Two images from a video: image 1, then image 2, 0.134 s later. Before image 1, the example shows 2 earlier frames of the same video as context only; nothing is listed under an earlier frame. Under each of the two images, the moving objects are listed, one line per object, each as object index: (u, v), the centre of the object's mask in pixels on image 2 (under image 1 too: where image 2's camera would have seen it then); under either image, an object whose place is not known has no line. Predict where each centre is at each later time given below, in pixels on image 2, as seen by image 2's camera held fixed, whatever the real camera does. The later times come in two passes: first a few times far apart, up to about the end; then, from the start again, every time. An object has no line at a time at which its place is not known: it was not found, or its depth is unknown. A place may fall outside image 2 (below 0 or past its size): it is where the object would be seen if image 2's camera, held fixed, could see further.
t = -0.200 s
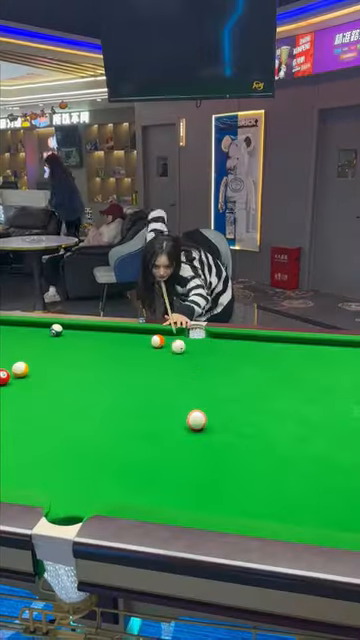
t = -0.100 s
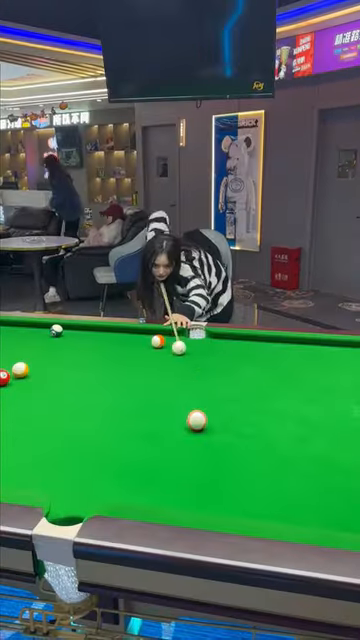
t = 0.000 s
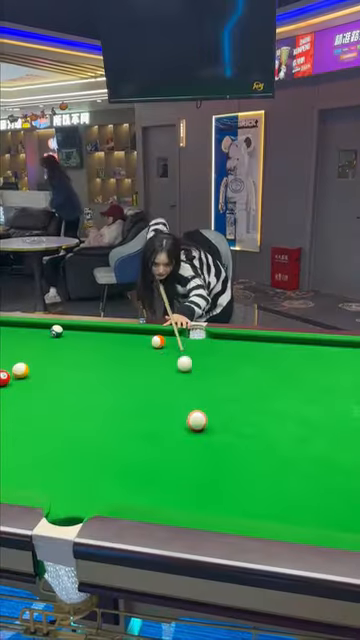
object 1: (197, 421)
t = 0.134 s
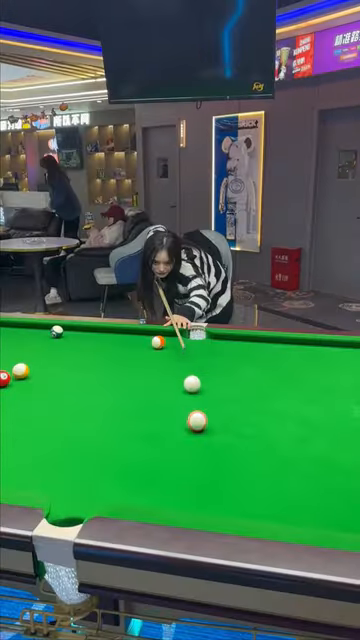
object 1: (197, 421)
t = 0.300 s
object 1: (193, 426)
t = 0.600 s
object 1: (156, 486)
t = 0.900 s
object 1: (156, 472)
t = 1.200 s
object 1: (166, 441)
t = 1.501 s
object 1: (173, 416)
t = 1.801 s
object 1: (179, 397)
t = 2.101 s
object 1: (184, 382)
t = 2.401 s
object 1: (187, 369)
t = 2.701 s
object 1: (191, 358)
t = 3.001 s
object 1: (194, 350)
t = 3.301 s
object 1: (196, 343)
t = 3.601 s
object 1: (198, 336)
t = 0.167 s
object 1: (197, 421)
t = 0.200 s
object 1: (197, 421)
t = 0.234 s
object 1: (197, 421)
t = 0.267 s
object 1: (197, 422)
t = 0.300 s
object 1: (193, 426)
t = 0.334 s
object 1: (189, 433)
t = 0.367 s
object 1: (185, 440)
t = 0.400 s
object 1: (181, 446)
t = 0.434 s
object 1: (176, 453)
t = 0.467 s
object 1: (172, 459)
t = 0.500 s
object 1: (168, 466)
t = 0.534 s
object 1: (164, 472)
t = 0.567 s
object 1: (160, 479)
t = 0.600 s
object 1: (156, 486)
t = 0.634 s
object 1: (151, 493)
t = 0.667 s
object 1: (147, 497)
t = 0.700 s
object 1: (146, 497)
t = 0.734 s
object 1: (148, 494)
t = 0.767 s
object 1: (150, 490)
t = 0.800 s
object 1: (152, 484)
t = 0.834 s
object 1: (153, 480)
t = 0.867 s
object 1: (154, 476)
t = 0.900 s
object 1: (156, 472)
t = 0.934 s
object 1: (157, 468)
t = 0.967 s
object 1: (158, 464)
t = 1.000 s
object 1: (159, 460)
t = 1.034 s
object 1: (161, 457)
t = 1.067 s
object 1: (162, 453)
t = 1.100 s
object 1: (163, 450)
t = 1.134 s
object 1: (164, 447)
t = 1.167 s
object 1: (165, 443)
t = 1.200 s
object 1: (166, 441)
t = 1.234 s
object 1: (167, 438)
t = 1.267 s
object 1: (168, 435)
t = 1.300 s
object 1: (169, 432)
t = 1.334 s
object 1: (170, 429)
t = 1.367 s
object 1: (170, 426)
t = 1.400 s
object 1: (171, 424)
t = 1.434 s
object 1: (172, 421)
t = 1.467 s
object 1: (172, 418)
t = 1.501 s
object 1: (173, 416)
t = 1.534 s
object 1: (174, 414)
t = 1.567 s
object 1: (175, 411)
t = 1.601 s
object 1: (176, 409)
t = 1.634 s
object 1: (176, 407)
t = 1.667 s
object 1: (177, 405)
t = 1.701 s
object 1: (177, 403)
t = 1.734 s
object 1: (178, 401)
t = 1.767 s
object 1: (178, 399)
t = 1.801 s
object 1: (179, 397)
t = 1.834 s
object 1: (180, 395)
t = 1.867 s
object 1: (180, 393)
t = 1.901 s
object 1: (181, 391)
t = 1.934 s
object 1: (181, 390)
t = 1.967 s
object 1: (182, 389)
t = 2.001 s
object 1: (182, 387)
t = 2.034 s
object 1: (183, 386)
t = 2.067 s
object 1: (183, 384)
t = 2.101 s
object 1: (184, 382)
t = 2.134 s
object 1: (184, 381)
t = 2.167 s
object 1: (185, 379)
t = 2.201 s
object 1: (185, 378)
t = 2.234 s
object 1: (185, 376)
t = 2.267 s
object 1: (186, 375)
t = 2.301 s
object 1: (186, 373)
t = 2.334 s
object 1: (187, 372)
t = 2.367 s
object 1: (187, 371)
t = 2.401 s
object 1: (187, 369)
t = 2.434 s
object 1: (188, 368)
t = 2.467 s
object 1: (188, 367)
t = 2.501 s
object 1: (189, 366)
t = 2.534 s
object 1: (189, 365)
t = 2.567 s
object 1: (189, 363)
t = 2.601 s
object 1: (190, 362)
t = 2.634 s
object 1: (190, 361)
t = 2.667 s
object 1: (190, 360)
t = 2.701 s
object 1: (191, 358)
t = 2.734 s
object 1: (191, 358)
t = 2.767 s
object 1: (191, 357)
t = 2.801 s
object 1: (191, 356)
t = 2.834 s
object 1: (192, 355)
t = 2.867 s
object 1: (192, 354)
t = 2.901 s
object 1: (193, 353)
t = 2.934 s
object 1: (193, 352)
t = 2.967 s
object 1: (193, 351)
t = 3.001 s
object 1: (194, 350)
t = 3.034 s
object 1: (194, 349)
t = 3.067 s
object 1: (194, 348)
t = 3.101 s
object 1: (194, 347)
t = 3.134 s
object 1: (194, 347)
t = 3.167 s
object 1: (195, 346)
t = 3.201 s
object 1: (195, 345)
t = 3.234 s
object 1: (195, 344)
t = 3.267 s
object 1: (196, 344)
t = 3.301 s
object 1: (196, 343)
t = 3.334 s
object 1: (196, 342)
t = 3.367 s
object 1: (196, 341)
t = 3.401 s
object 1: (196, 341)
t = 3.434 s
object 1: (197, 340)
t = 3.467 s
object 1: (197, 339)
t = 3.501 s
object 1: (197, 338)
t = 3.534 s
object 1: (197, 338)
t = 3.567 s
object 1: (197, 337)
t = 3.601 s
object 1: (198, 336)
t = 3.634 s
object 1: (198, 335)
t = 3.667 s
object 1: (198, 335)
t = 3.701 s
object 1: (199, 334)
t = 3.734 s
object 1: (199, 334)
